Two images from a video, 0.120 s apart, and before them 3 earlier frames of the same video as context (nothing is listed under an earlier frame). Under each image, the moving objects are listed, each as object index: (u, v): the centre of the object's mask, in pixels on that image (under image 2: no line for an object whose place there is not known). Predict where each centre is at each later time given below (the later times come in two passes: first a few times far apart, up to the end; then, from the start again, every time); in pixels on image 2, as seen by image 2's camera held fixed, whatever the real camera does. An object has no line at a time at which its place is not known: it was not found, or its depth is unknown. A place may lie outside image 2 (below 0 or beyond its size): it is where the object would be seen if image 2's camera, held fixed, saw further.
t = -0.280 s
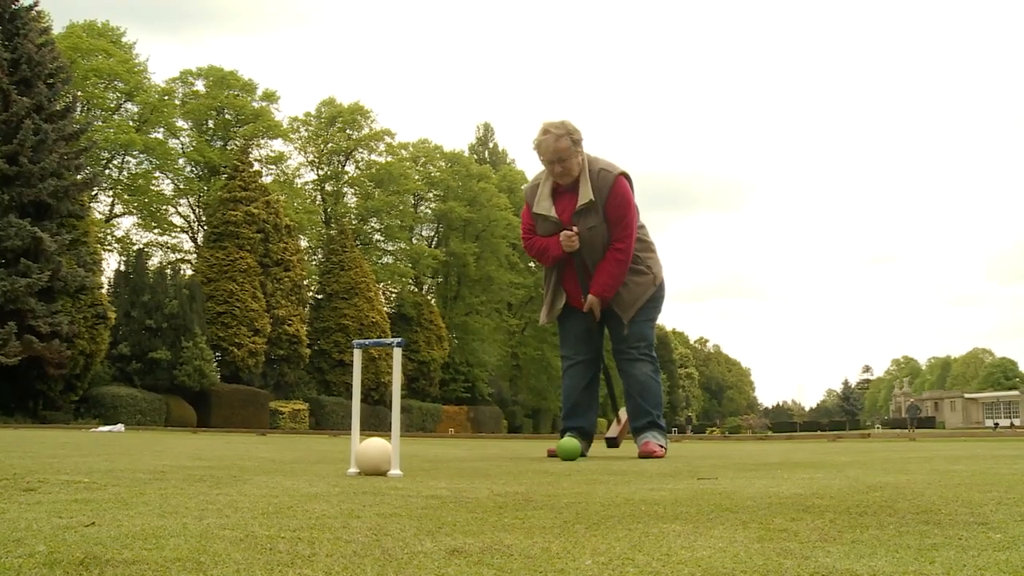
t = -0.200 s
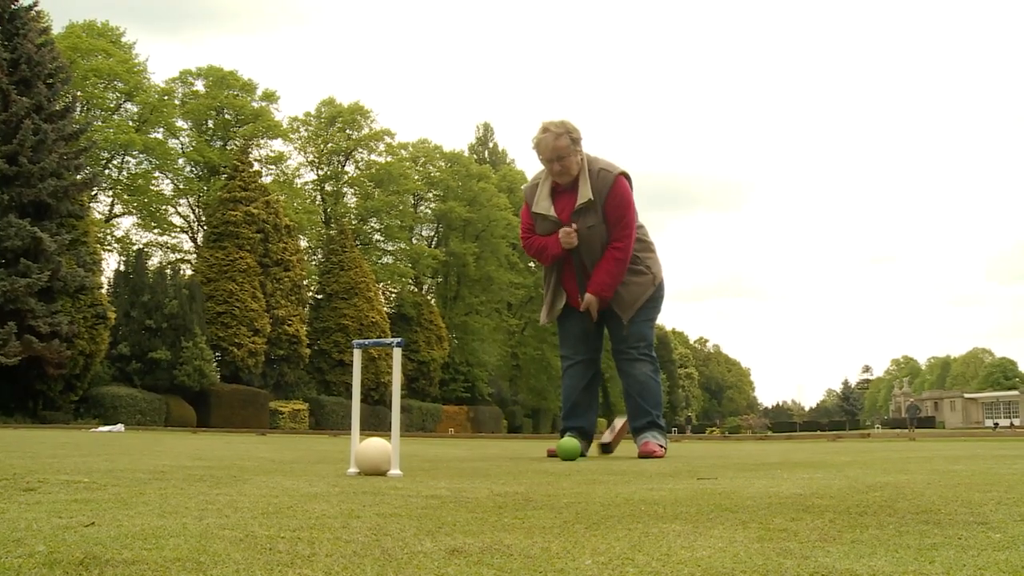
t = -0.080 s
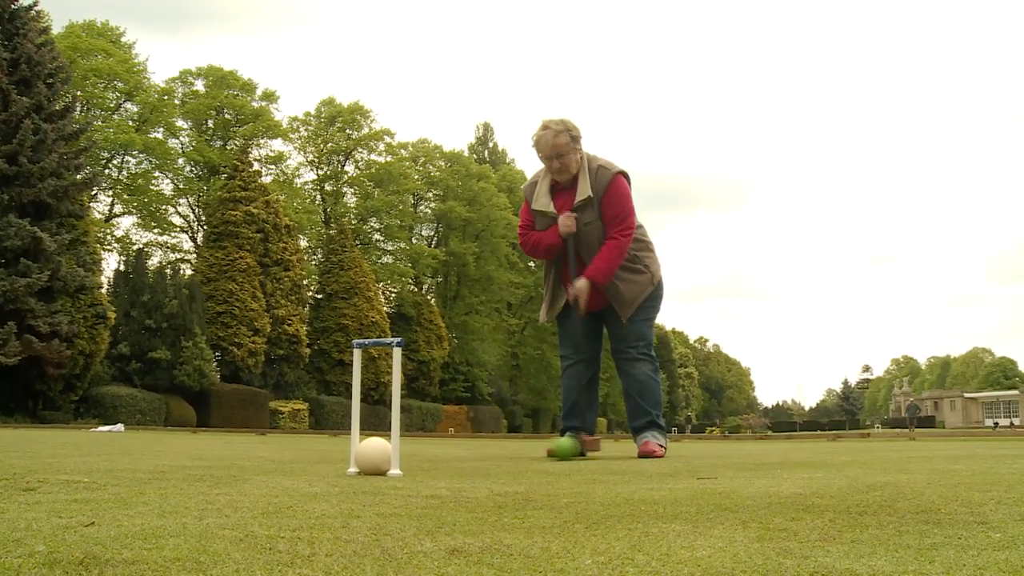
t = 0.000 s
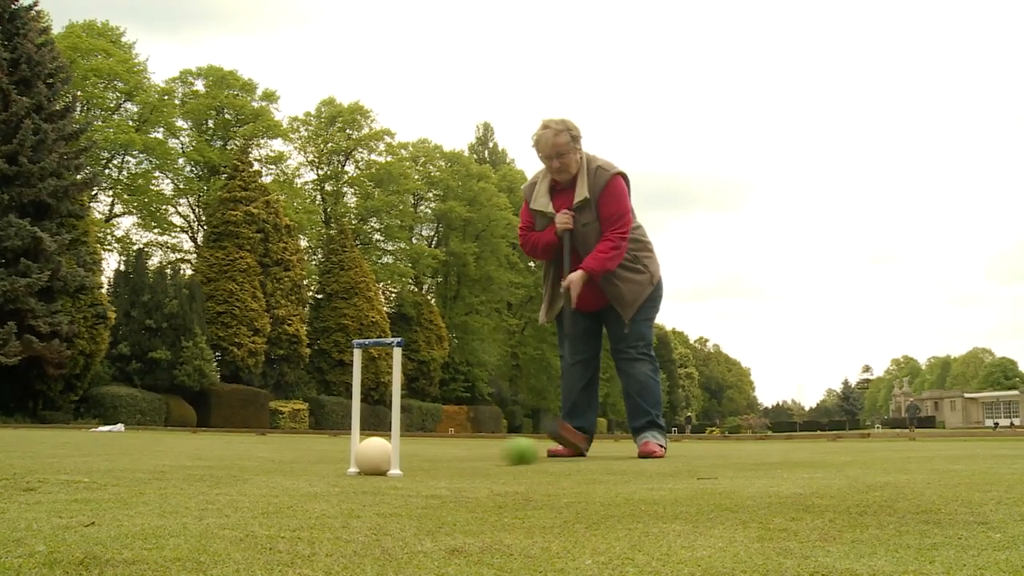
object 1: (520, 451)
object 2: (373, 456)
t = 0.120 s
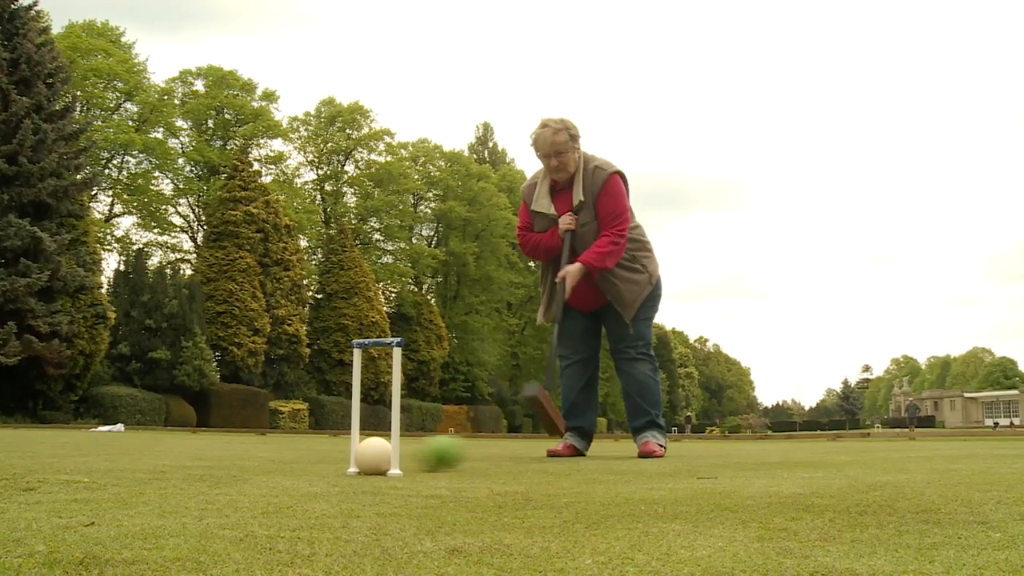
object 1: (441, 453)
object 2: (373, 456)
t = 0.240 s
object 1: (417, 449)
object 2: (313, 454)
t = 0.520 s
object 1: (434, 461)
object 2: (41, 461)
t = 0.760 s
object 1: (427, 468)
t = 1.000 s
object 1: (414, 476)
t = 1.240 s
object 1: (399, 484)
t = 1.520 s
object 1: (376, 502)
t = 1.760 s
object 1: (361, 514)
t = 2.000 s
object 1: (345, 520)
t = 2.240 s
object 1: (328, 523)
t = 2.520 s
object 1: (324, 525)
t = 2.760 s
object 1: (304, 528)
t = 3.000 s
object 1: (311, 529)
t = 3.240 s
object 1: (314, 529)
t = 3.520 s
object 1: (313, 529)
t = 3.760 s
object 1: (314, 529)
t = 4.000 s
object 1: (314, 529)
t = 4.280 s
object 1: (314, 529)
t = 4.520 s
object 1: (314, 530)
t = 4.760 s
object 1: (314, 530)
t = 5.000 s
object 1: (314, 530)
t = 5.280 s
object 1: (314, 529)
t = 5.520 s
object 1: (314, 530)
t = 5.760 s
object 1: (314, 529)
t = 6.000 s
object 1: (314, 530)
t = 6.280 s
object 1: (314, 530)
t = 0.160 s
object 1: (411, 454)
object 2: (373, 456)
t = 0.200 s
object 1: (413, 449)
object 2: (346, 452)
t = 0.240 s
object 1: (417, 449)
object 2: (313, 454)
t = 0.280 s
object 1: (425, 456)
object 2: (277, 457)
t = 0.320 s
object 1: (431, 456)
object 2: (243, 454)
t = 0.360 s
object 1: (434, 458)
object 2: (205, 458)
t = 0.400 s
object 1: (435, 458)
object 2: (168, 456)
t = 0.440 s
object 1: (435, 460)
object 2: (126, 459)
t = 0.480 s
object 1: (435, 460)
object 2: (83, 457)
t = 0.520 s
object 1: (434, 461)
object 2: (41, 461)
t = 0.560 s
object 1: (434, 462)
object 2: (17, 458)
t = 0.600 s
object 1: (433, 464)
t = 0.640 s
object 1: (432, 464)
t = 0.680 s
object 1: (431, 466)
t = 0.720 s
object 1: (429, 467)
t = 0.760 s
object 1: (427, 468)
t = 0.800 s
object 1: (425, 469)
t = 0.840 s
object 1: (423, 470)
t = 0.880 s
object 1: (421, 471)
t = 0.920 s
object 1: (419, 472)
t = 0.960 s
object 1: (417, 474)
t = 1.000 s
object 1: (414, 476)
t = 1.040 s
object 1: (411, 476)
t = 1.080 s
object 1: (408, 479)
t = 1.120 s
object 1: (405, 480)
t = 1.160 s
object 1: (403, 482)
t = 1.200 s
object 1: (401, 483)
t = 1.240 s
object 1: (399, 484)
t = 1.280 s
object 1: (396, 487)
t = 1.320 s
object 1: (393, 489)
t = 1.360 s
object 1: (388, 491)
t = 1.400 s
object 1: (385, 493)
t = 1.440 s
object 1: (382, 496)
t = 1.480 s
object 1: (380, 498)
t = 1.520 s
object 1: (376, 502)
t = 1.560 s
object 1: (373, 503)
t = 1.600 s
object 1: (370, 507)
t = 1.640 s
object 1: (368, 509)
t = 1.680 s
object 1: (365, 511)
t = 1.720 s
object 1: (363, 513)
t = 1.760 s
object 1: (361, 514)
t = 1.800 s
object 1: (359, 514)
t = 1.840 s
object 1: (357, 516)
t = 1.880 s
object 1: (355, 517)
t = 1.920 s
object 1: (353, 518)
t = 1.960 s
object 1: (349, 519)
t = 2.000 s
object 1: (345, 520)
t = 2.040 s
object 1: (340, 520)
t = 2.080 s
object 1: (336, 521)
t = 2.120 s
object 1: (333, 522)
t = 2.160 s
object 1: (331, 522)
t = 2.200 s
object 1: (329, 523)
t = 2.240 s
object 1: (328, 523)
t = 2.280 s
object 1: (325, 523)
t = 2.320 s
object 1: (324, 524)
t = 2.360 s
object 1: (323, 523)
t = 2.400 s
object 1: (324, 524)
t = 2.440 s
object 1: (326, 524)
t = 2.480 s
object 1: (327, 524)
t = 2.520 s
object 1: (324, 525)
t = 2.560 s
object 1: (322, 525)
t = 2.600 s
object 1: (317, 526)
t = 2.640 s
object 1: (312, 527)
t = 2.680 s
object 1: (307, 527)
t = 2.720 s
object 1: (305, 528)
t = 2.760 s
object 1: (304, 528)
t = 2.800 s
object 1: (305, 528)
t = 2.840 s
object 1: (306, 528)
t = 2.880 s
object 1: (308, 528)
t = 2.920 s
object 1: (309, 528)
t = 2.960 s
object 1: (310, 529)
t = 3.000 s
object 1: (311, 529)
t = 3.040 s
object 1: (311, 529)
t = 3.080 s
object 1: (311, 529)
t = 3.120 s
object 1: (312, 529)
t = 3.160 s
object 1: (313, 529)
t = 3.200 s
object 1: (313, 529)
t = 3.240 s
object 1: (314, 529)
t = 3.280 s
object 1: (313, 529)
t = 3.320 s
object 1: (313, 529)
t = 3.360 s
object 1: (313, 529)
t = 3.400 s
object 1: (313, 529)
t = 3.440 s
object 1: (313, 529)
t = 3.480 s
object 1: (313, 529)
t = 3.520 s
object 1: (313, 529)
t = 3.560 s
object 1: (314, 529)
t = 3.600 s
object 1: (313, 529)
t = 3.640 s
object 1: (314, 529)
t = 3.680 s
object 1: (314, 529)
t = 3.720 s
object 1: (314, 529)
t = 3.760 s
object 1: (314, 529)
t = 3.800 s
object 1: (314, 529)
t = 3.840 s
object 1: (314, 529)
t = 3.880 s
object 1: (314, 529)
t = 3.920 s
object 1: (314, 529)
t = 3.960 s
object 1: (314, 529)
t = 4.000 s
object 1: (314, 529)
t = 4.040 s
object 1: (314, 529)
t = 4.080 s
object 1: (314, 529)
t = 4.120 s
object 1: (314, 529)
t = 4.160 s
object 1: (314, 529)
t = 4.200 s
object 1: (314, 530)
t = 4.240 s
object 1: (314, 529)
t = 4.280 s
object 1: (314, 529)
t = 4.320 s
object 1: (314, 529)
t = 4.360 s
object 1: (314, 529)
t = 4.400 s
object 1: (315, 529)
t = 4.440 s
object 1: (314, 530)
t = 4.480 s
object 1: (314, 530)
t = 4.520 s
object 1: (314, 530)
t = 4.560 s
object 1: (314, 529)
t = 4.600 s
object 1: (314, 529)
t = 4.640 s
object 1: (314, 529)
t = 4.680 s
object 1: (314, 530)
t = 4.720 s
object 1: (314, 529)
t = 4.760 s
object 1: (314, 530)
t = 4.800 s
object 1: (314, 529)
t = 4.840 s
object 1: (314, 530)
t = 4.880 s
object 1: (314, 530)
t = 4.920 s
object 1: (314, 530)
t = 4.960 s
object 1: (314, 530)
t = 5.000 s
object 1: (314, 530)
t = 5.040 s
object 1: (314, 530)
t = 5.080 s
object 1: (314, 530)
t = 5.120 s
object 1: (314, 530)
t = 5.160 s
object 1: (314, 530)
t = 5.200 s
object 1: (314, 530)
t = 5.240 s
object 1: (314, 530)
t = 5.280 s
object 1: (314, 529)
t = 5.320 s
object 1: (314, 529)
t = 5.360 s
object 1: (314, 530)
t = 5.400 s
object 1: (314, 530)
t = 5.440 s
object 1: (314, 530)
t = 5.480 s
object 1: (314, 530)
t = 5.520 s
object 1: (314, 530)
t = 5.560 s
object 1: (314, 530)
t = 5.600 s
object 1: (314, 529)
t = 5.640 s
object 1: (314, 530)
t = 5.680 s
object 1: (314, 530)
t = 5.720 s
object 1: (314, 530)
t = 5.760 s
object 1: (314, 529)
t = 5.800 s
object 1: (314, 530)
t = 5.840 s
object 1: (314, 530)
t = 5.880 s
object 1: (314, 530)
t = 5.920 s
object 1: (314, 530)
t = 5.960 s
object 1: (314, 530)
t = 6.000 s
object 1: (314, 530)
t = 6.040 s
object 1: (314, 530)
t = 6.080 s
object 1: (314, 530)
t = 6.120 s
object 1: (314, 530)
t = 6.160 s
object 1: (314, 530)
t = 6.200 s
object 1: (314, 530)
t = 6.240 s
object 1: (314, 530)
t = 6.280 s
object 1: (314, 530)
